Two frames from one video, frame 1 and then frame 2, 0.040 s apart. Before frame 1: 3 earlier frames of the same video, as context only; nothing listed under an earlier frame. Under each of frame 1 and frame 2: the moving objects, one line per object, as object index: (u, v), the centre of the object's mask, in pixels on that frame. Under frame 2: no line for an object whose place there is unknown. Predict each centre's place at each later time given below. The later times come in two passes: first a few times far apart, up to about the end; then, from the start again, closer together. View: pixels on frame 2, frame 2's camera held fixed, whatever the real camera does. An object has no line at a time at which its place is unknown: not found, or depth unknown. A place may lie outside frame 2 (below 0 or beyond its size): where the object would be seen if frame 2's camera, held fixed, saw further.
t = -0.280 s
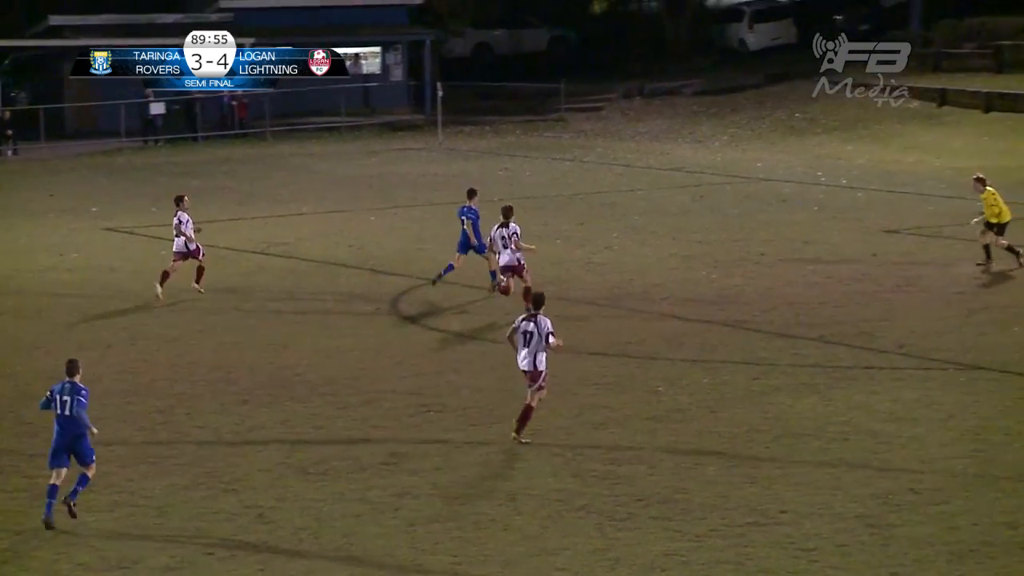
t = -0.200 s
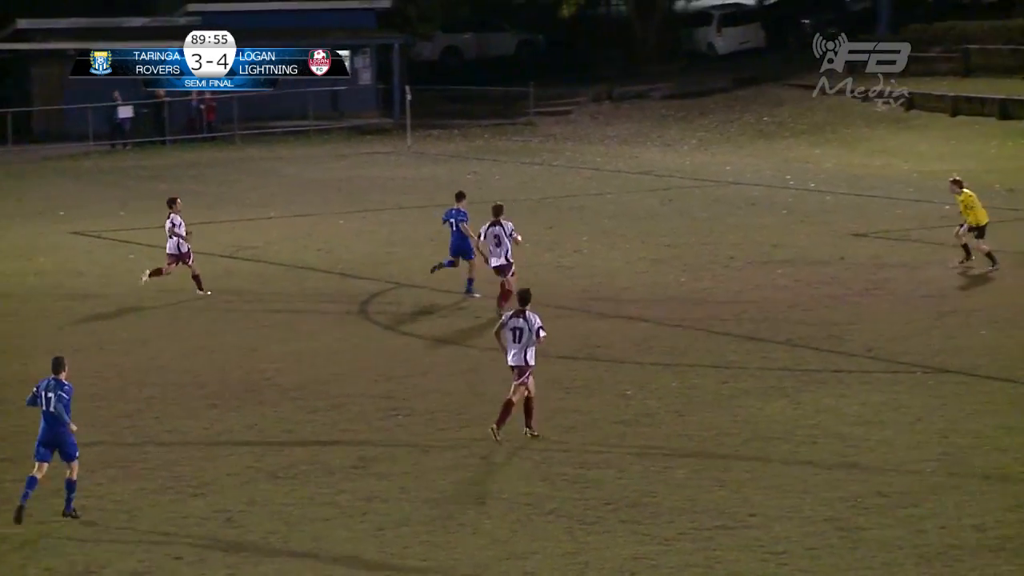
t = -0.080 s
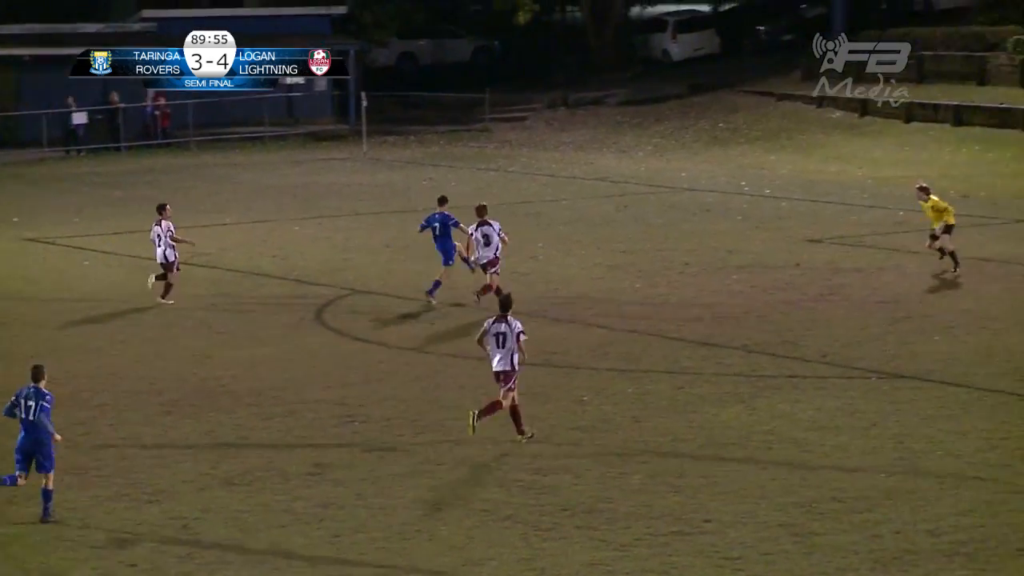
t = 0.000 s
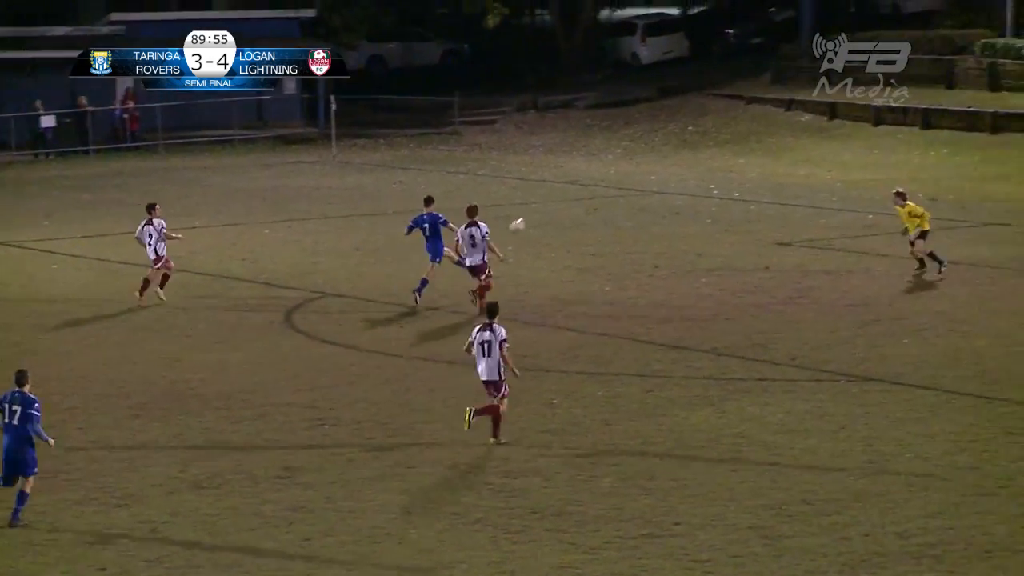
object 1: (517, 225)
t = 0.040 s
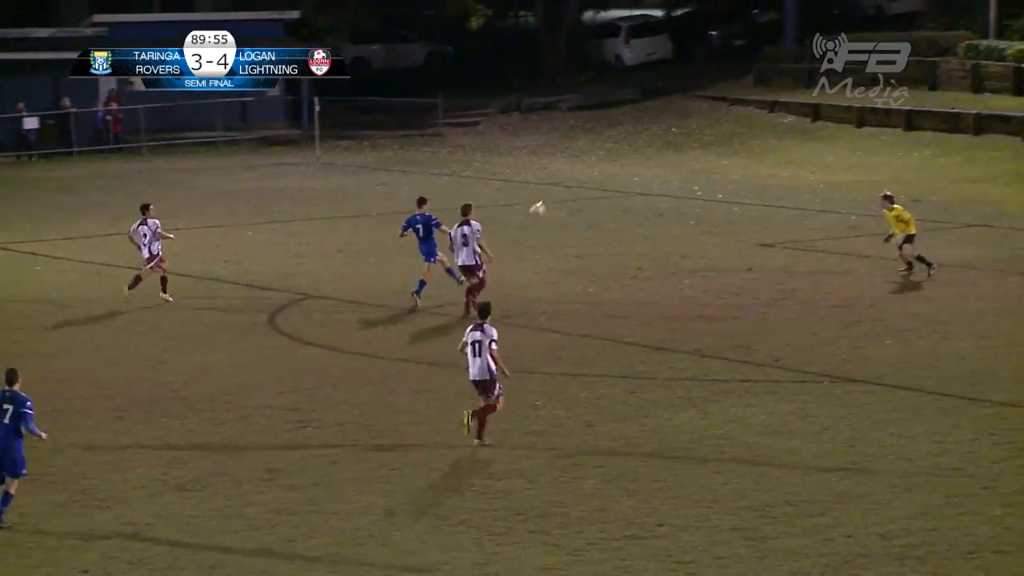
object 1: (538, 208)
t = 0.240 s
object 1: (714, 138)
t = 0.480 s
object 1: (921, 95)
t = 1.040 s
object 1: (1405, 156)
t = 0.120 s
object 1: (609, 176)
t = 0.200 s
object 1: (679, 150)
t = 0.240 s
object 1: (714, 138)
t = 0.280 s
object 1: (748, 127)
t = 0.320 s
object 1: (783, 119)
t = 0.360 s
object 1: (818, 112)
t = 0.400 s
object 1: (852, 106)
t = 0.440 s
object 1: (887, 100)
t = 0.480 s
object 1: (921, 95)
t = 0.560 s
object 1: (990, 90)
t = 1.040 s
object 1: (1405, 156)
